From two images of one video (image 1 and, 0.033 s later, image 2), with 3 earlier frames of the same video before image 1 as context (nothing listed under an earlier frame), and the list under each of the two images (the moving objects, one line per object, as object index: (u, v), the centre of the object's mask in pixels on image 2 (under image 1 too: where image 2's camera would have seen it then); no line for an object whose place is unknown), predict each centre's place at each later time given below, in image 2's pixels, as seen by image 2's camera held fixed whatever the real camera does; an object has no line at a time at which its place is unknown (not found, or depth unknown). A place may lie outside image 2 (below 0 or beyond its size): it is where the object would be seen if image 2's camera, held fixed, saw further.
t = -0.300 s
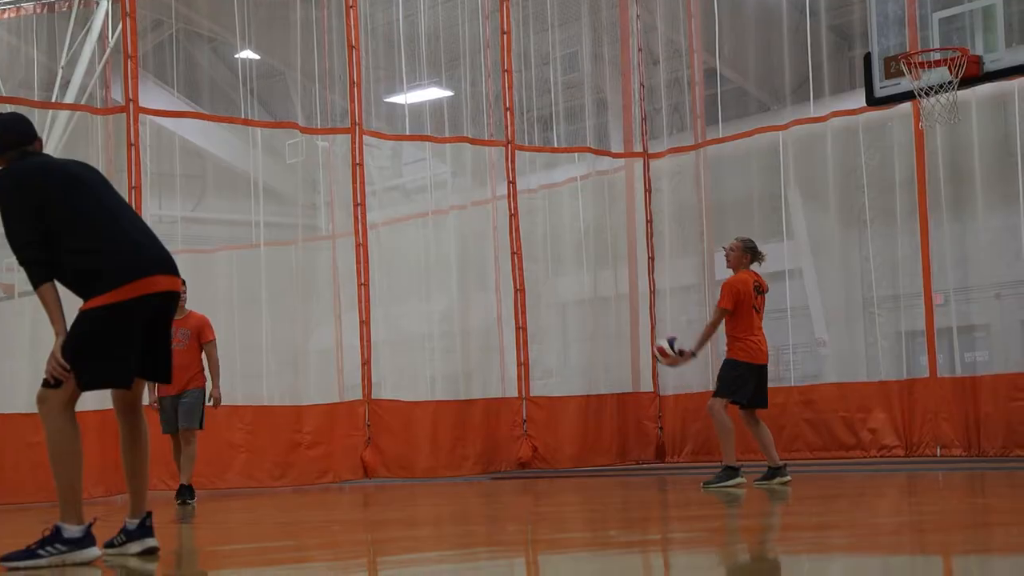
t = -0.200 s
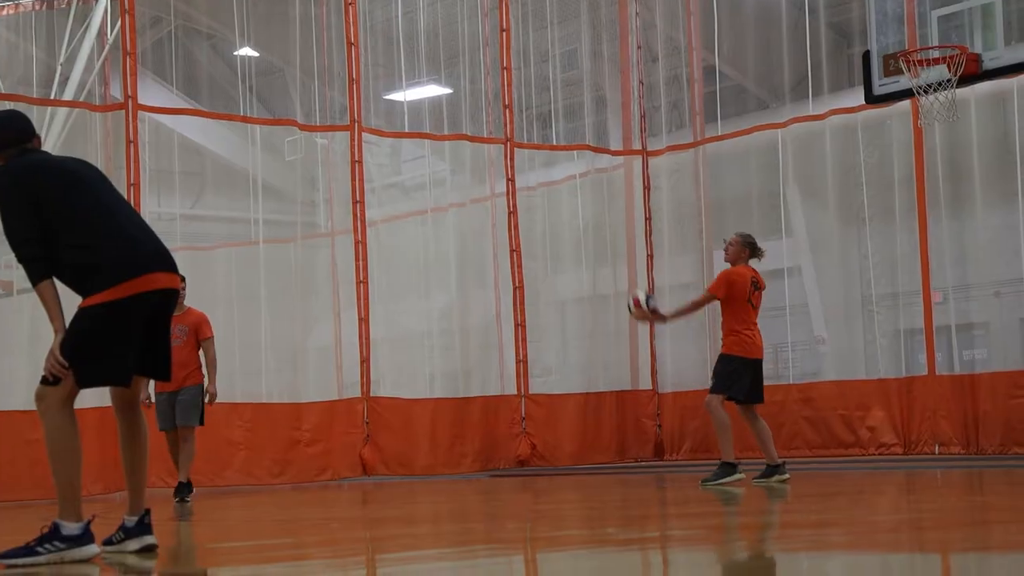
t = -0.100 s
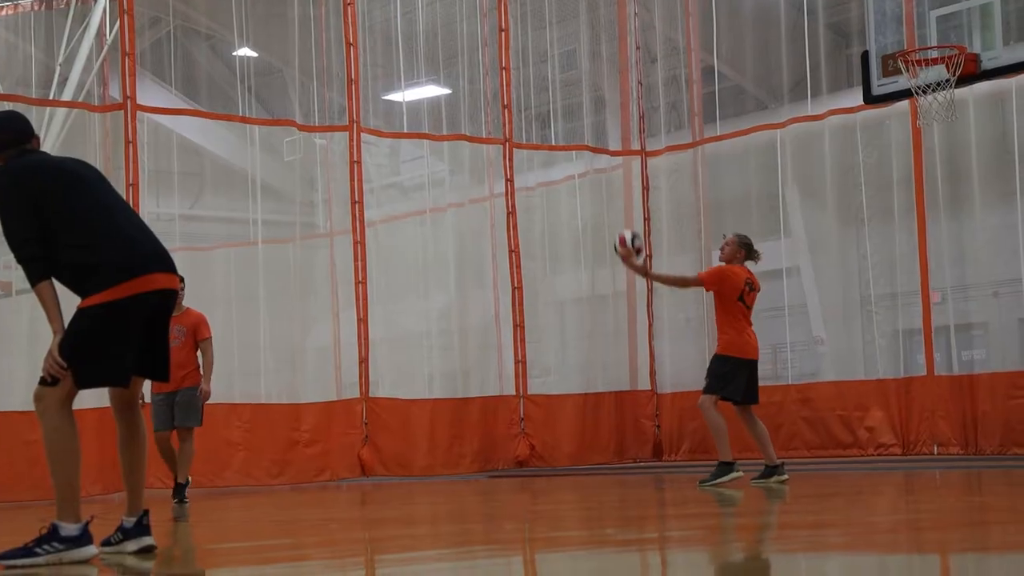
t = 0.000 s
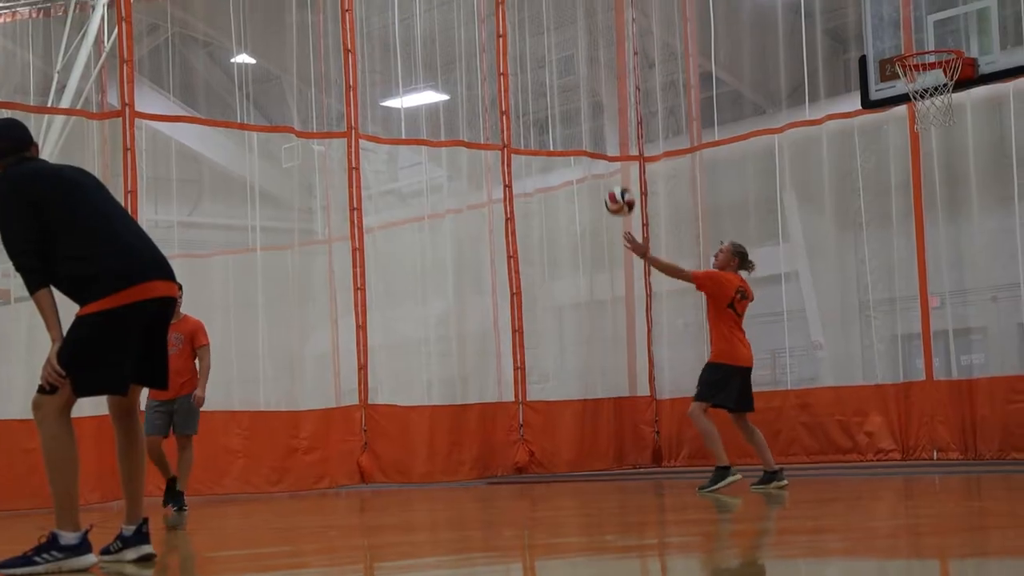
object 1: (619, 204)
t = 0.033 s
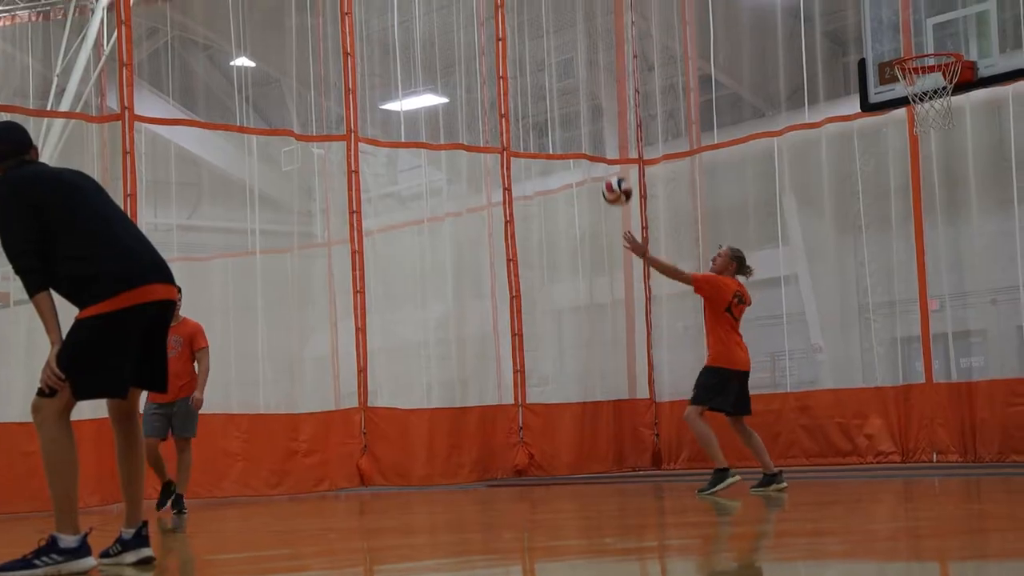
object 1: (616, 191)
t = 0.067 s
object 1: (615, 179)
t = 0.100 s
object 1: (613, 168)
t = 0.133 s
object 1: (611, 160)
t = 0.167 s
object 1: (609, 153)
